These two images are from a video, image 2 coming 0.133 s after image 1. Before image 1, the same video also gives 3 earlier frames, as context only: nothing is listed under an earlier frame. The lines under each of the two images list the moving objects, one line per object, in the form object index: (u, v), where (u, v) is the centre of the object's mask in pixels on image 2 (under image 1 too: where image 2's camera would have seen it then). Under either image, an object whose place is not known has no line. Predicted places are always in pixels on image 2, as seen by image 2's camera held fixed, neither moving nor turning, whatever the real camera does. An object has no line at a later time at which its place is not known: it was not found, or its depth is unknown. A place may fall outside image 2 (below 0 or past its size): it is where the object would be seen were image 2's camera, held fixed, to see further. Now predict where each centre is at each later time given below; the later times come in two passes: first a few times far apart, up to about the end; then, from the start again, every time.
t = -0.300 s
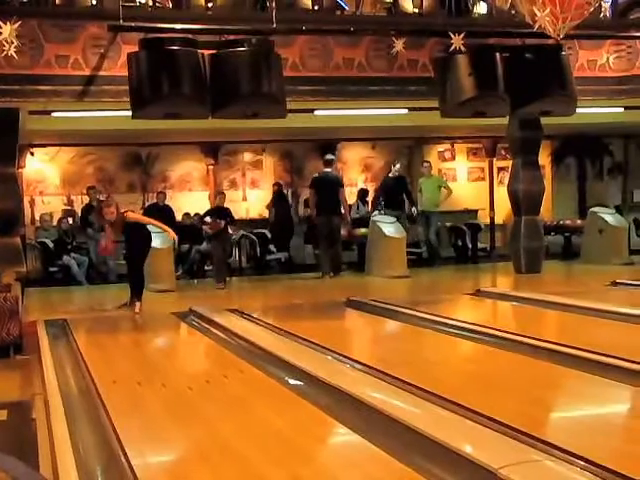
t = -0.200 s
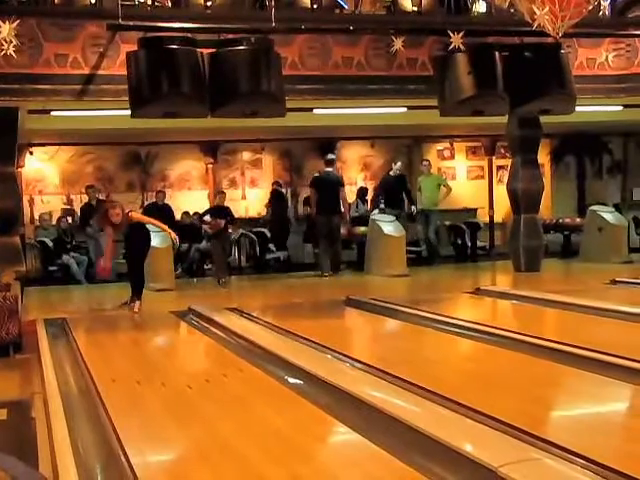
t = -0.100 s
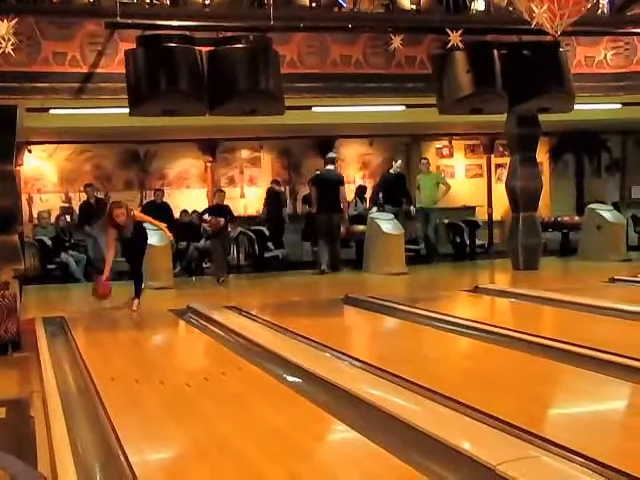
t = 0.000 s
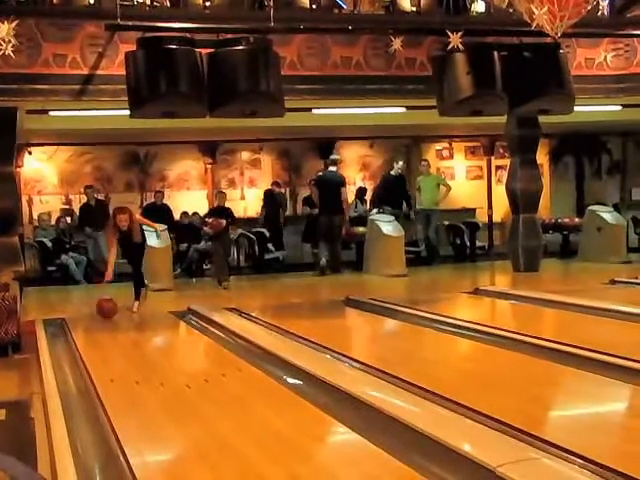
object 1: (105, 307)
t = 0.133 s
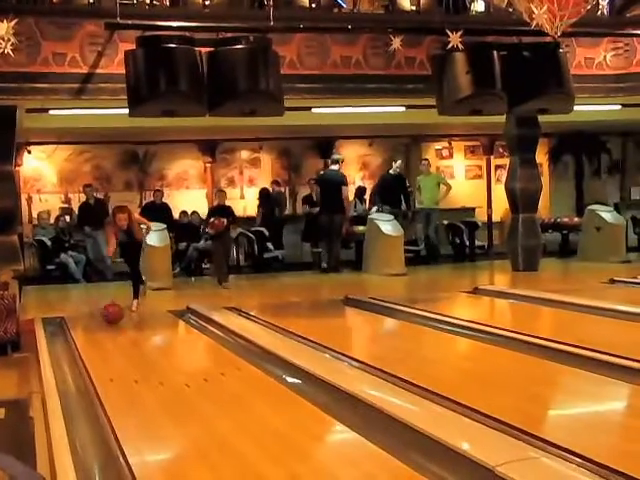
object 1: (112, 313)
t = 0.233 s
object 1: (118, 319)
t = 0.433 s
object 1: (131, 333)
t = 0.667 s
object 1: (153, 351)
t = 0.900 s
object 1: (180, 376)
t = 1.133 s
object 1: (219, 410)
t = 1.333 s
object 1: (267, 450)
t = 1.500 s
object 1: (323, 476)
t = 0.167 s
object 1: (114, 316)
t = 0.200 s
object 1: (116, 317)
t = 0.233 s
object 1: (118, 319)
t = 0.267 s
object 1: (121, 320)
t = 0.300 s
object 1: (122, 322)
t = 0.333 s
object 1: (124, 324)
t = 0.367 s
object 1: (127, 326)
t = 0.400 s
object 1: (129, 331)
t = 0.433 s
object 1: (131, 333)
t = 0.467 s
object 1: (134, 335)
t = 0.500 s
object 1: (136, 338)
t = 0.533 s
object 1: (140, 340)
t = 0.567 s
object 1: (143, 342)
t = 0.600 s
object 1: (146, 345)
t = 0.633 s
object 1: (149, 348)
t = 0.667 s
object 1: (153, 351)
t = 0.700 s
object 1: (156, 354)
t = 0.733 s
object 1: (160, 357)
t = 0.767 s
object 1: (163, 360)
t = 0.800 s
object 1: (167, 364)
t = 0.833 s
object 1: (172, 368)
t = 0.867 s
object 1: (176, 372)
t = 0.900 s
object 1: (180, 376)
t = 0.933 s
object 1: (185, 380)
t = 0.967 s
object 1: (190, 384)
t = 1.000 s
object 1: (195, 389)
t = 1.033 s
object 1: (201, 393)
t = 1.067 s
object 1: (207, 399)
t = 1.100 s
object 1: (213, 403)
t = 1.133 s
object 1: (219, 410)
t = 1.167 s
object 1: (226, 416)
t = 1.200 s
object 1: (234, 422)
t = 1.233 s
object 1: (241, 428)
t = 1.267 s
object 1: (249, 435)
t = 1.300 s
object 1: (258, 442)
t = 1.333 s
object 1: (267, 450)
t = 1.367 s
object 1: (277, 457)
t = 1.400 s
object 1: (287, 463)
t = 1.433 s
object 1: (298, 468)
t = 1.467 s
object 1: (310, 472)
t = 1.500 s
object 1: (323, 476)
